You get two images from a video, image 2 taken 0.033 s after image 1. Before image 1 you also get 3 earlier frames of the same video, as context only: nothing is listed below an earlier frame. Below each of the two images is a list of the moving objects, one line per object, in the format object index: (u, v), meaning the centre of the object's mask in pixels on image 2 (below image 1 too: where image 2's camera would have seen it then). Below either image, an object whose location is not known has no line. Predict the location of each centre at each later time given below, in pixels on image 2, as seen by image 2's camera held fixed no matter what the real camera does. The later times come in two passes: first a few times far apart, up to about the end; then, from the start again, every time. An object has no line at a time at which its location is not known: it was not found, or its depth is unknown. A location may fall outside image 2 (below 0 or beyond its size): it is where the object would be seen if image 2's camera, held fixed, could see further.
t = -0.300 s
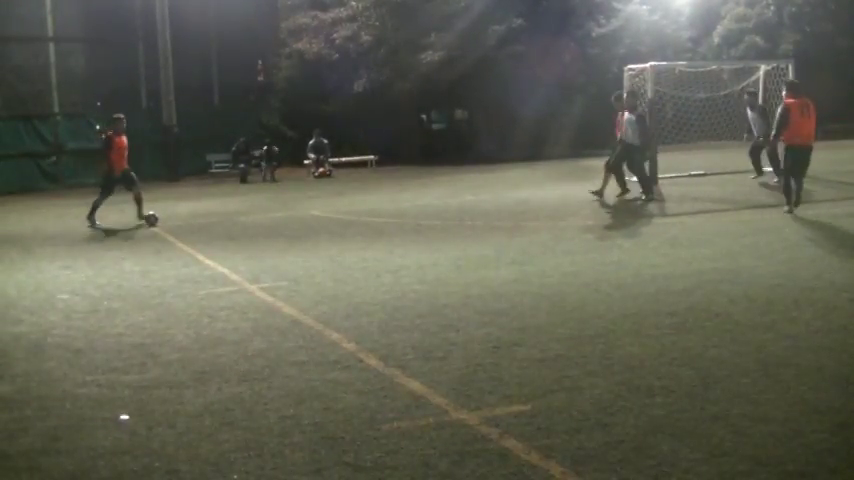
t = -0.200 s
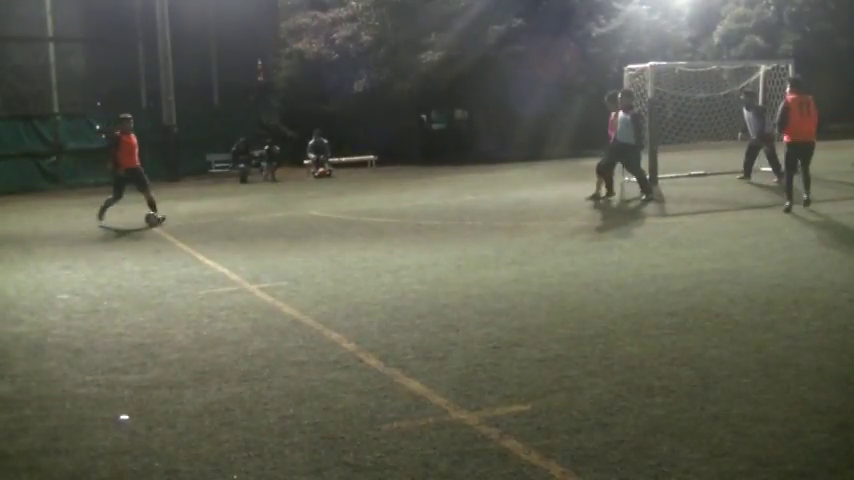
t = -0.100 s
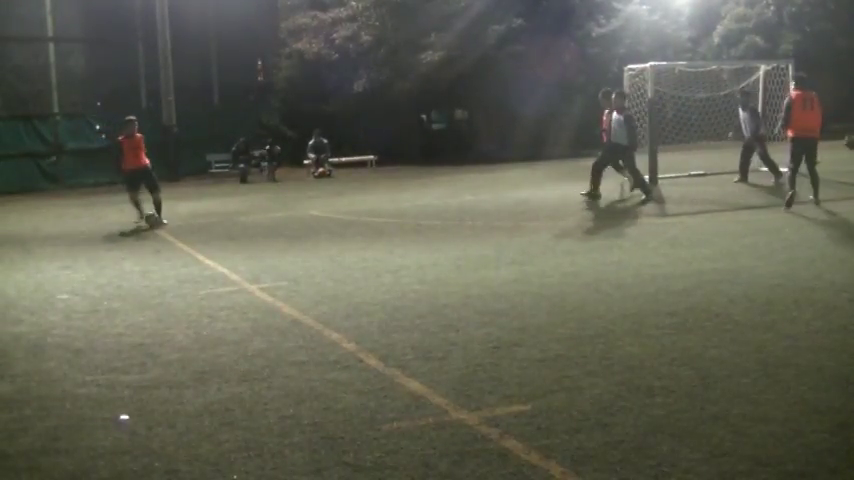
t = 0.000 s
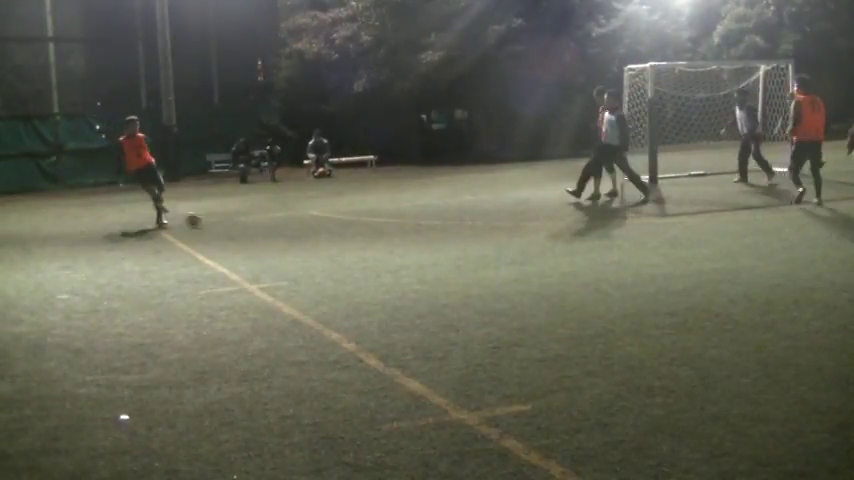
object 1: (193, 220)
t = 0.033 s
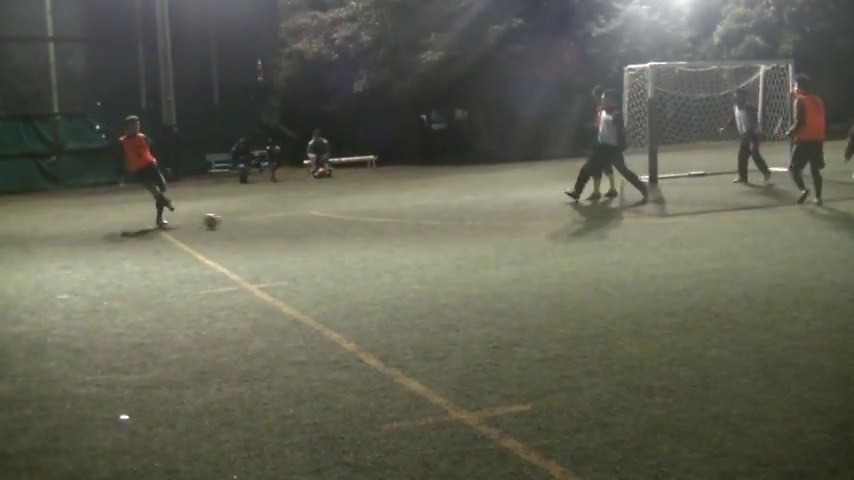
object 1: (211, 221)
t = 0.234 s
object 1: (322, 227)
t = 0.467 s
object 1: (461, 232)
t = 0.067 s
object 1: (229, 221)
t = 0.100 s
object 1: (246, 222)
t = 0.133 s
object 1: (265, 224)
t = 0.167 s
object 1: (284, 225)
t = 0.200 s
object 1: (303, 225)
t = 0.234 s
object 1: (322, 227)
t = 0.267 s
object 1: (340, 227)
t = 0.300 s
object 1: (359, 228)
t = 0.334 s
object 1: (379, 229)
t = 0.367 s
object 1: (399, 230)
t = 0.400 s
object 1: (420, 231)
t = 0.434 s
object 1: (440, 232)
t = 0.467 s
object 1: (461, 232)
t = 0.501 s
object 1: (482, 235)
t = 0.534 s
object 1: (502, 235)
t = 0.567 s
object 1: (523, 235)
